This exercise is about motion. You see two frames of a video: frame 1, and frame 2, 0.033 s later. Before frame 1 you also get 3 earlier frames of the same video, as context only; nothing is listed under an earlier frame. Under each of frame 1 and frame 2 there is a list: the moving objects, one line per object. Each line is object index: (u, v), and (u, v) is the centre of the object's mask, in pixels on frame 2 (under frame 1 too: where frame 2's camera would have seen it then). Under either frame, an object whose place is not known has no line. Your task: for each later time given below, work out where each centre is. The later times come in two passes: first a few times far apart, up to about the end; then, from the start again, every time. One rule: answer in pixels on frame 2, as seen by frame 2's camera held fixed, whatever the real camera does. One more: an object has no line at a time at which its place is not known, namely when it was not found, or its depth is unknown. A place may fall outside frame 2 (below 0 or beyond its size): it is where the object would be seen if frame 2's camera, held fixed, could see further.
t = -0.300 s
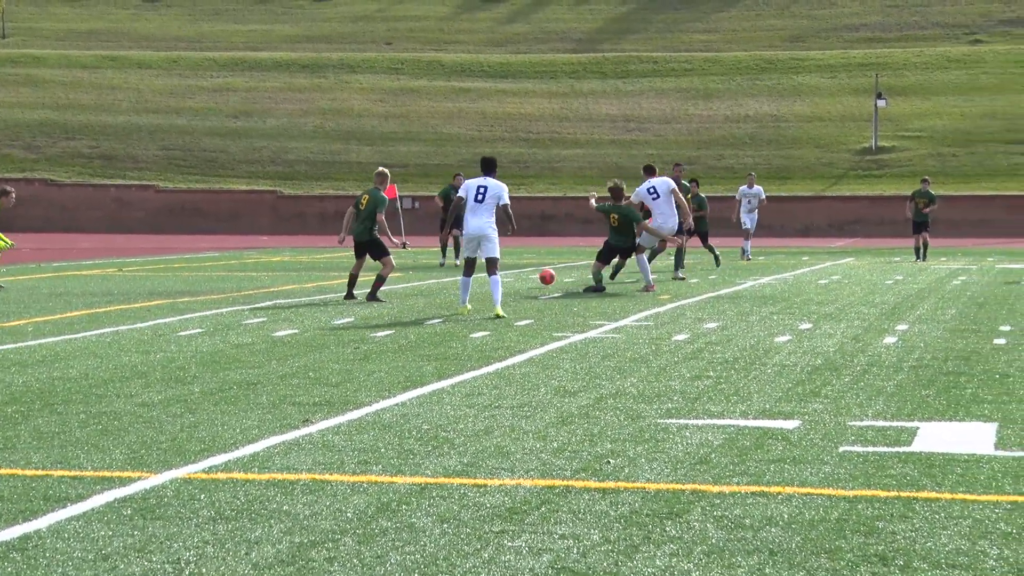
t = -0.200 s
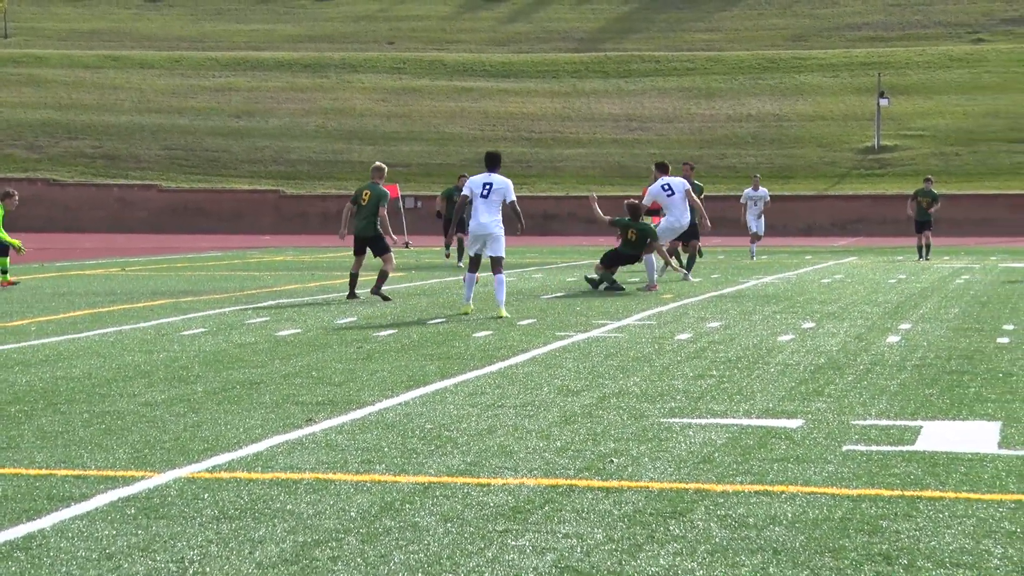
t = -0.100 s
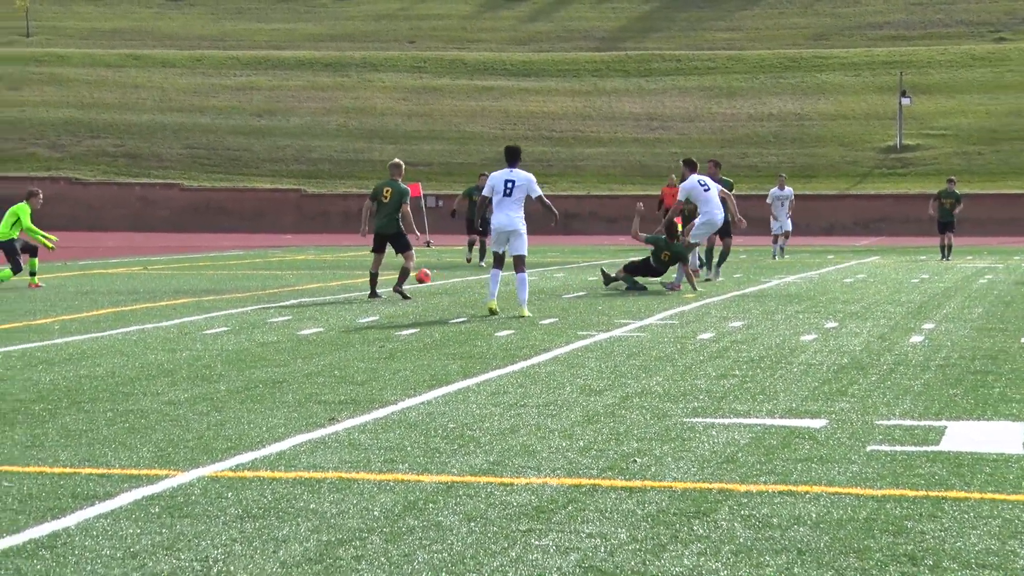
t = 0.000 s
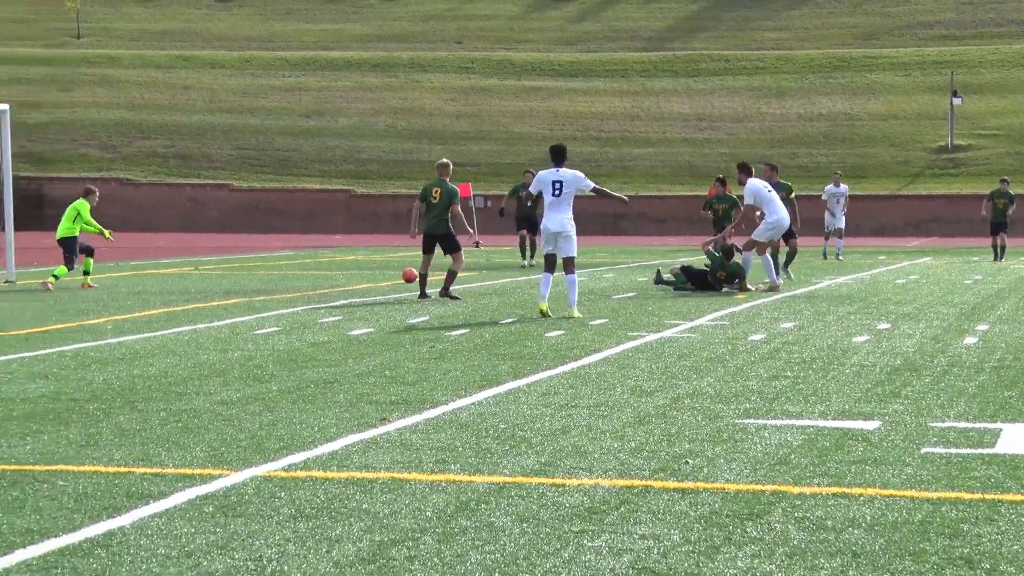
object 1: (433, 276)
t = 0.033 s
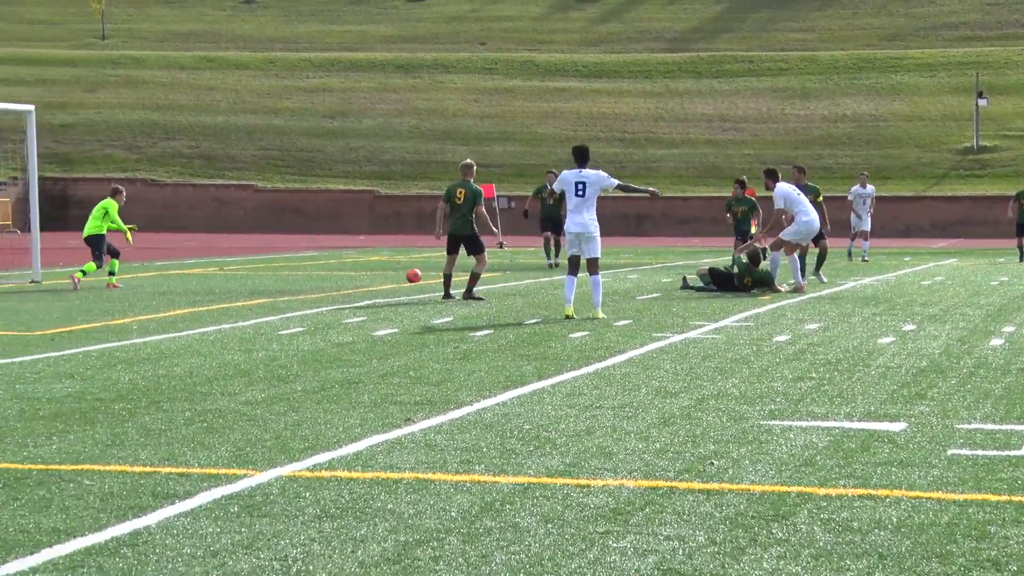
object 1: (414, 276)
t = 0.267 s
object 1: (291, 276)
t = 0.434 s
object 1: (217, 277)
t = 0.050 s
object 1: (404, 276)
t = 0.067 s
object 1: (395, 276)
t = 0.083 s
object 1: (386, 276)
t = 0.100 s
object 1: (377, 276)
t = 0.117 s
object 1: (367, 276)
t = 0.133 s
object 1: (358, 276)
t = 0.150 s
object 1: (349, 276)
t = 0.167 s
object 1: (341, 276)
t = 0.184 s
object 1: (332, 276)
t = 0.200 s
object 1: (324, 276)
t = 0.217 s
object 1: (315, 276)
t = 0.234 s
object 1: (307, 277)
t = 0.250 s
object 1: (299, 277)
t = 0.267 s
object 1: (291, 276)
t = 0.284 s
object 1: (283, 277)
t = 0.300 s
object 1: (275, 277)
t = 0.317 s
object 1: (267, 277)
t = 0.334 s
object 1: (260, 277)
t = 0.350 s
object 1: (253, 276)
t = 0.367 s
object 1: (246, 276)
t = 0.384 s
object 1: (238, 276)
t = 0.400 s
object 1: (231, 276)
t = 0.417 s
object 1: (224, 276)
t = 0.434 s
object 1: (217, 277)
